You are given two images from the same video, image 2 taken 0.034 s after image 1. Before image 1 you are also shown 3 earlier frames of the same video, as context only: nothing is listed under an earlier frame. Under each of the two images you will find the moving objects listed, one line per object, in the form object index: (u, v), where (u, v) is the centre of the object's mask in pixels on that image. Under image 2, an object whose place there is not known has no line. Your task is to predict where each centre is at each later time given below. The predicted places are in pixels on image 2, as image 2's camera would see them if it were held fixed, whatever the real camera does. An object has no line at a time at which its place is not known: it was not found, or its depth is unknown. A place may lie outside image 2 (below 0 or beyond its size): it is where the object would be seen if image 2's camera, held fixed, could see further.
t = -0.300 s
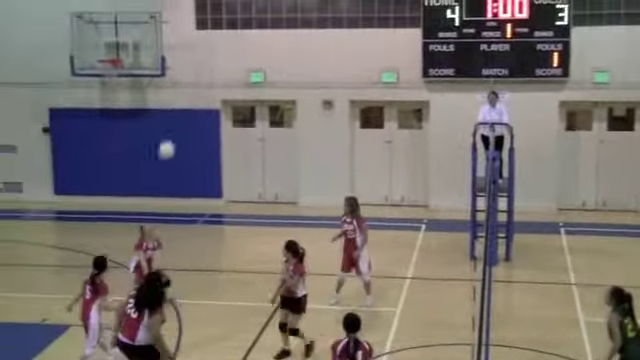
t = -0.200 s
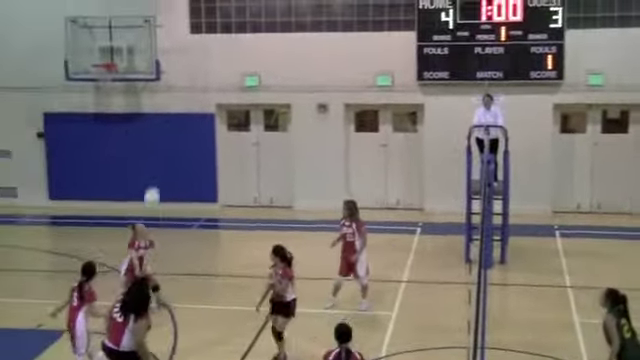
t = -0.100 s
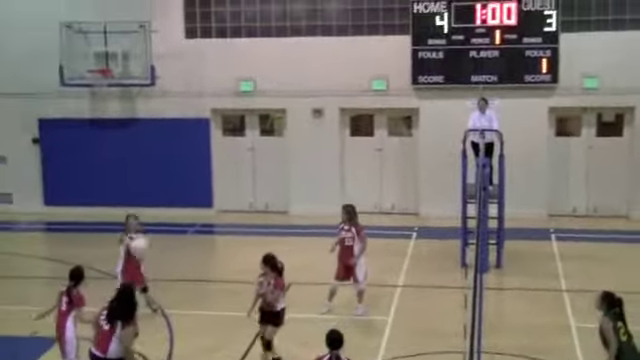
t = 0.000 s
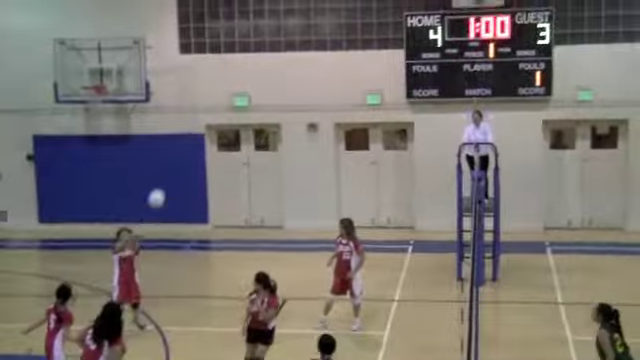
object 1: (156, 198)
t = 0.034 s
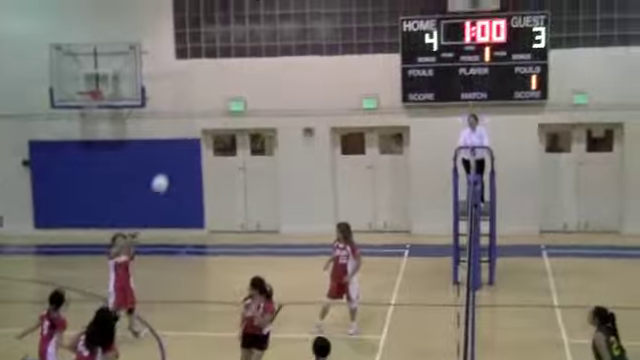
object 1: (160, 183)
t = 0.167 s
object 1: (191, 109)
